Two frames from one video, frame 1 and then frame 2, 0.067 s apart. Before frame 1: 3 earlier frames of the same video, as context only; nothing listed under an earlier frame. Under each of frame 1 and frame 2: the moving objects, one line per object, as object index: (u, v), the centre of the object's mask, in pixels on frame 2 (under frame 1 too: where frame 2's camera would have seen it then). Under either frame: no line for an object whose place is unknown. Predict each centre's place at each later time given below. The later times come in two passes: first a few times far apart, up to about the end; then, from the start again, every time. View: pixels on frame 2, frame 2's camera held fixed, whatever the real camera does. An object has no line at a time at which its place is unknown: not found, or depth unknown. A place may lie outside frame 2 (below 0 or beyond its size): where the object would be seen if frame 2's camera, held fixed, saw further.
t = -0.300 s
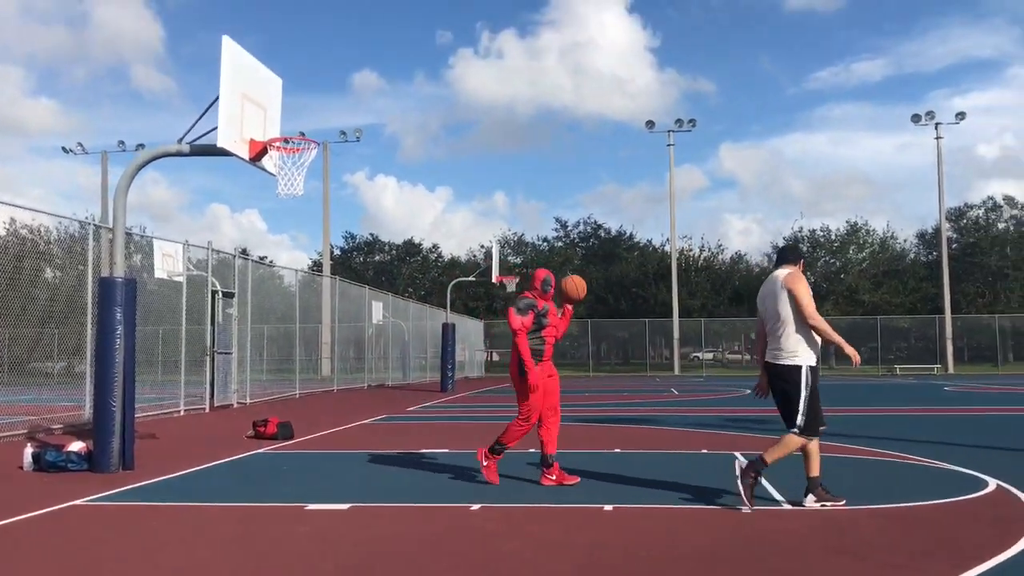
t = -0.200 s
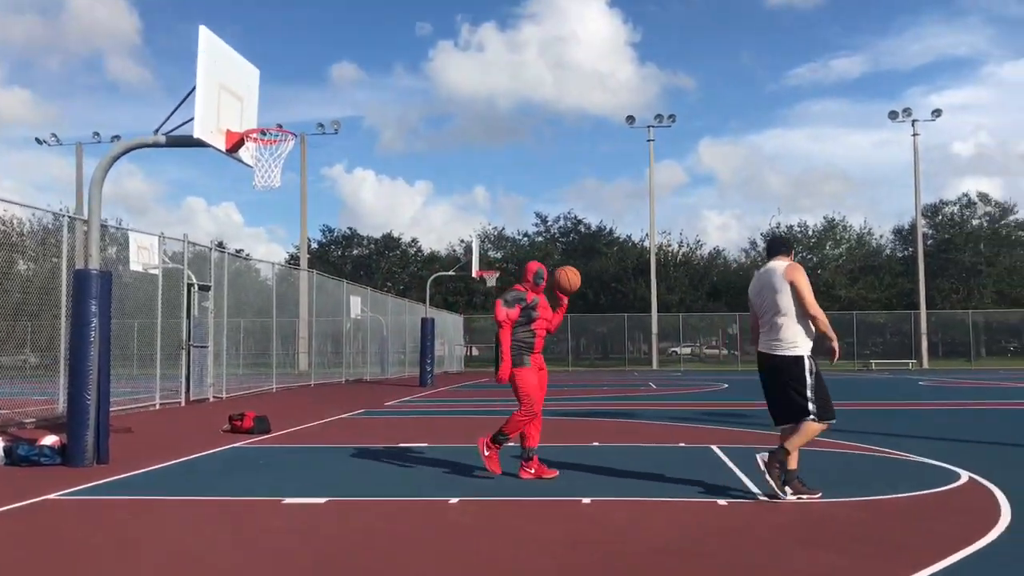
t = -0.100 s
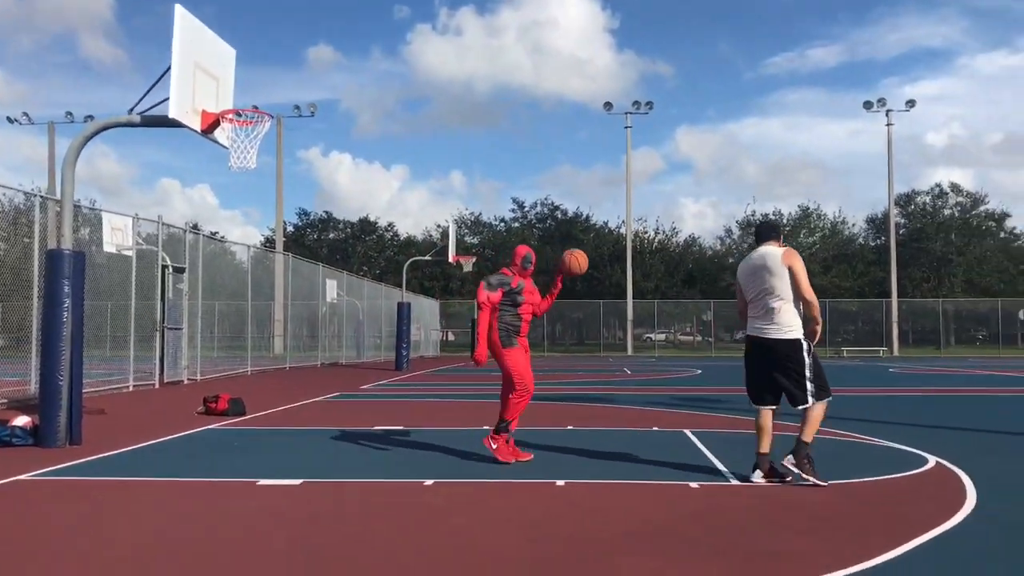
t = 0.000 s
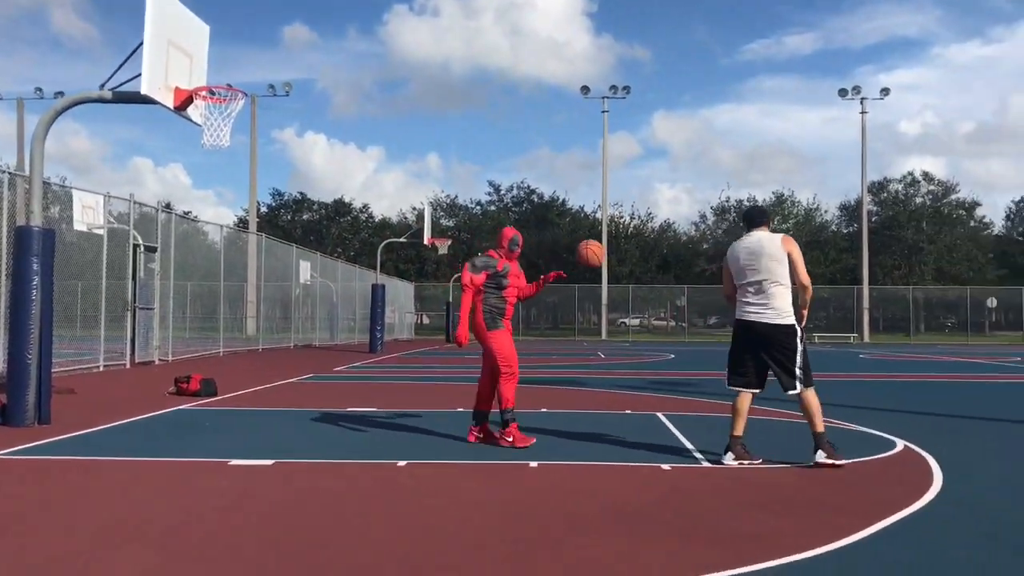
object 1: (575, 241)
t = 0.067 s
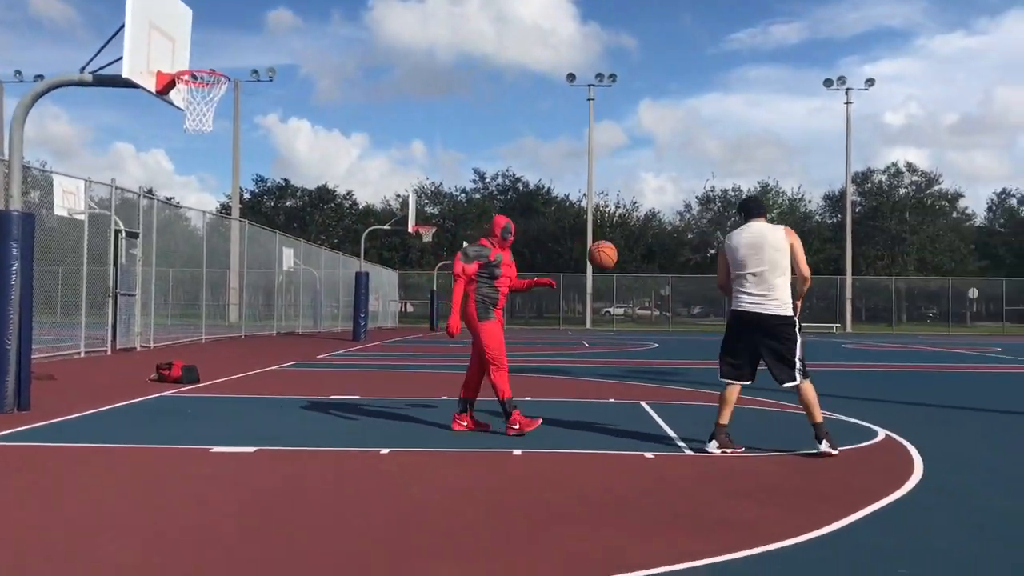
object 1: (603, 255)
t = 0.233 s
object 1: (672, 313)
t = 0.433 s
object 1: (757, 431)
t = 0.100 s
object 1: (617, 263)
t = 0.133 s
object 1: (630, 274)
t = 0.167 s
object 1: (644, 285)
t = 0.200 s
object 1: (657, 298)
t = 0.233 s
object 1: (672, 313)
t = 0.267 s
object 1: (687, 329)
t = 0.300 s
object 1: (700, 346)
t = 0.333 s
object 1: (714, 365)
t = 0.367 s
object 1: (729, 386)
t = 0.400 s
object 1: (743, 409)
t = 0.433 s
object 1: (757, 431)
